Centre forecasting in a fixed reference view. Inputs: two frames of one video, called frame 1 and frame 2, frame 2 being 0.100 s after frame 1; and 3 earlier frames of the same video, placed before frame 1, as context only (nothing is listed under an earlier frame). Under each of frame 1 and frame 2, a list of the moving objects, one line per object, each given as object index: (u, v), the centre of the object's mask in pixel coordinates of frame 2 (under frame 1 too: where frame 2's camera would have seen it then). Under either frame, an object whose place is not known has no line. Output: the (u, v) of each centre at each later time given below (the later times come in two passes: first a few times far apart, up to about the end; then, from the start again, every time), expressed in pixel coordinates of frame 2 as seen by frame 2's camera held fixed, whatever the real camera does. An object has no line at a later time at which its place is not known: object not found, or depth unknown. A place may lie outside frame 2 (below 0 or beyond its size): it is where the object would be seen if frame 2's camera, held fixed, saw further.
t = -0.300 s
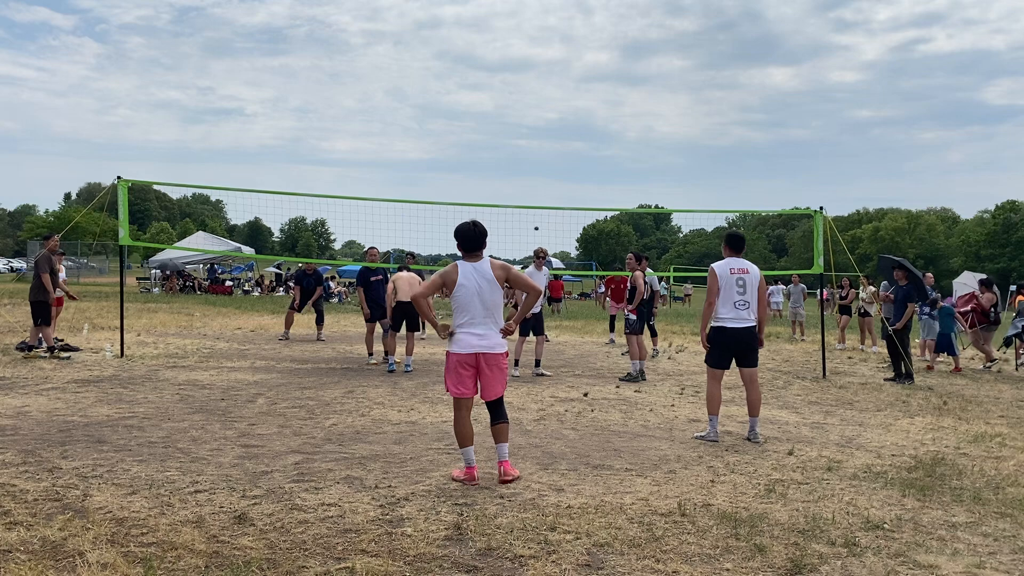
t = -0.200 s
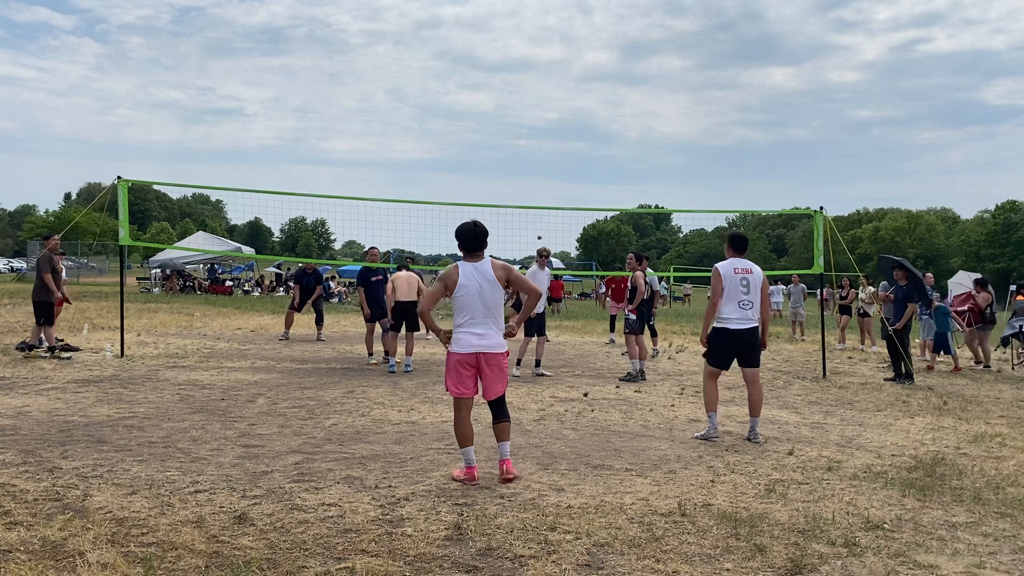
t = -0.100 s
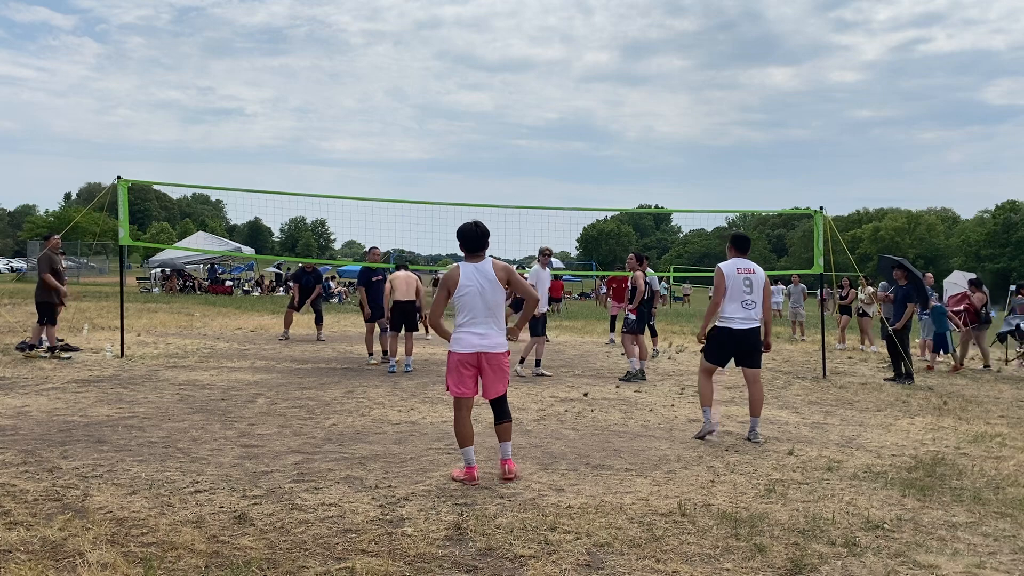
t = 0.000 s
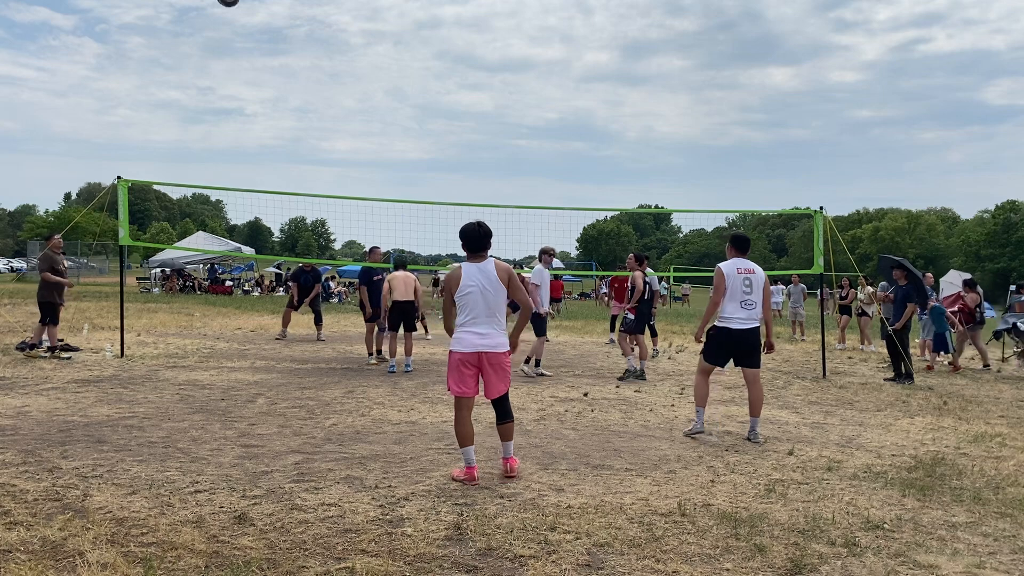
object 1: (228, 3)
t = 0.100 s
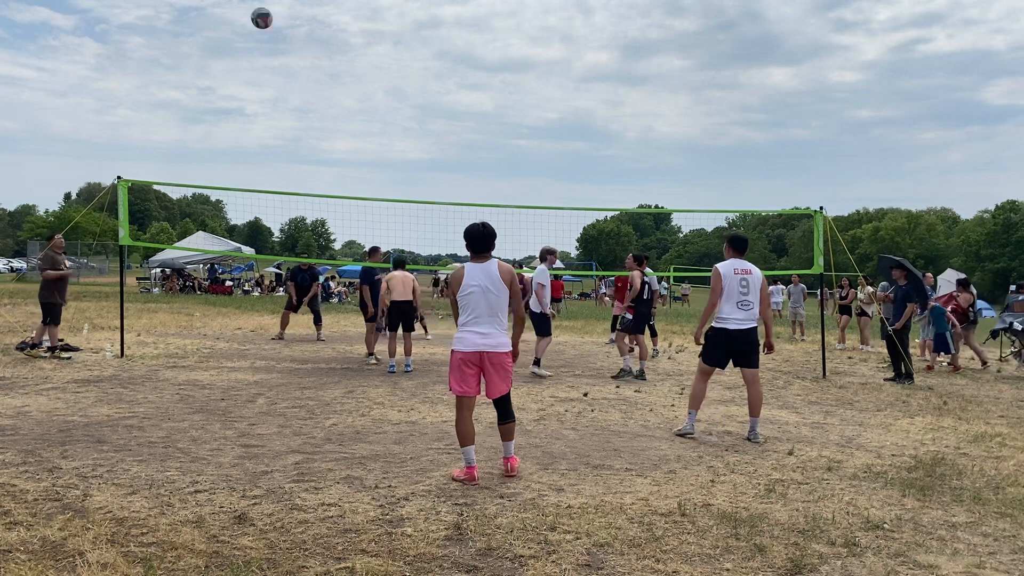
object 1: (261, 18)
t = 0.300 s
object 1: (305, 73)
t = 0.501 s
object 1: (330, 135)
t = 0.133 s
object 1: (271, 26)
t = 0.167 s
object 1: (279, 35)
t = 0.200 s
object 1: (286, 44)
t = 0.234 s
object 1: (293, 54)
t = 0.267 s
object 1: (299, 63)
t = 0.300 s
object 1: (305, 73)
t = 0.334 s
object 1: (310, 83)
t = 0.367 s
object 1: (315, 93)
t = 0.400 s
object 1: (319, 103)
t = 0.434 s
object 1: (323, 114)
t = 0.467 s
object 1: (327, 124)
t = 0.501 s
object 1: (330, 135)
